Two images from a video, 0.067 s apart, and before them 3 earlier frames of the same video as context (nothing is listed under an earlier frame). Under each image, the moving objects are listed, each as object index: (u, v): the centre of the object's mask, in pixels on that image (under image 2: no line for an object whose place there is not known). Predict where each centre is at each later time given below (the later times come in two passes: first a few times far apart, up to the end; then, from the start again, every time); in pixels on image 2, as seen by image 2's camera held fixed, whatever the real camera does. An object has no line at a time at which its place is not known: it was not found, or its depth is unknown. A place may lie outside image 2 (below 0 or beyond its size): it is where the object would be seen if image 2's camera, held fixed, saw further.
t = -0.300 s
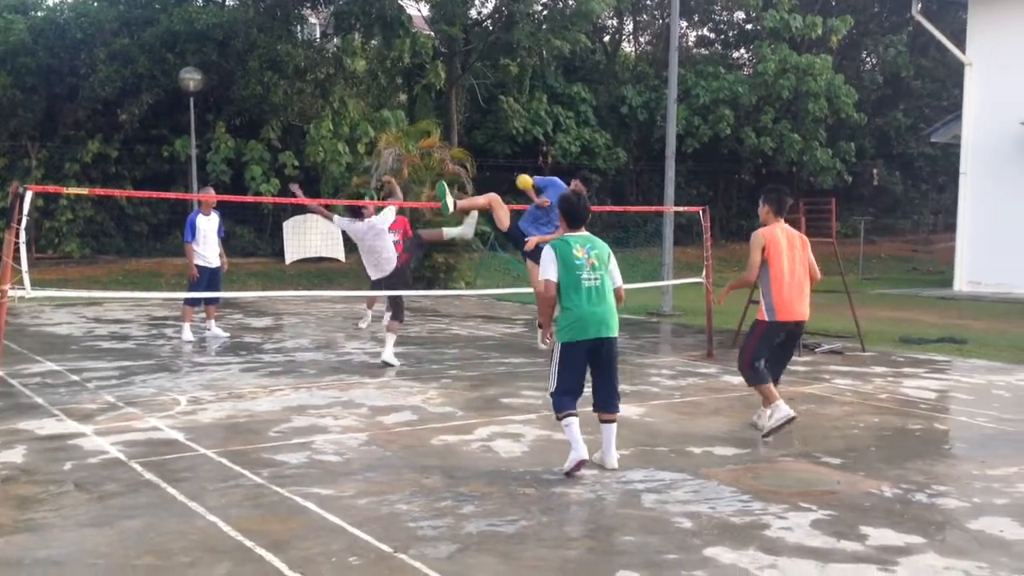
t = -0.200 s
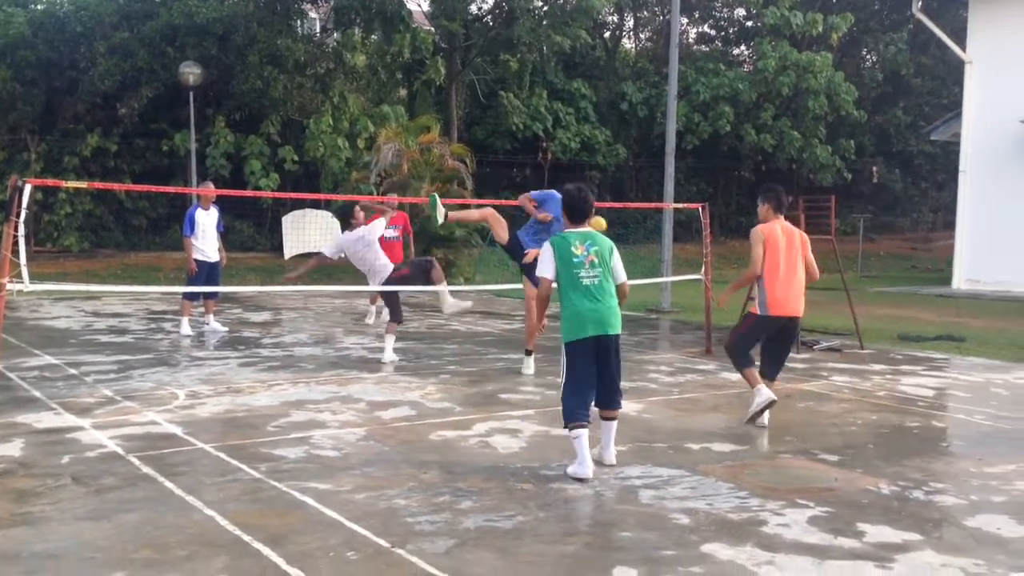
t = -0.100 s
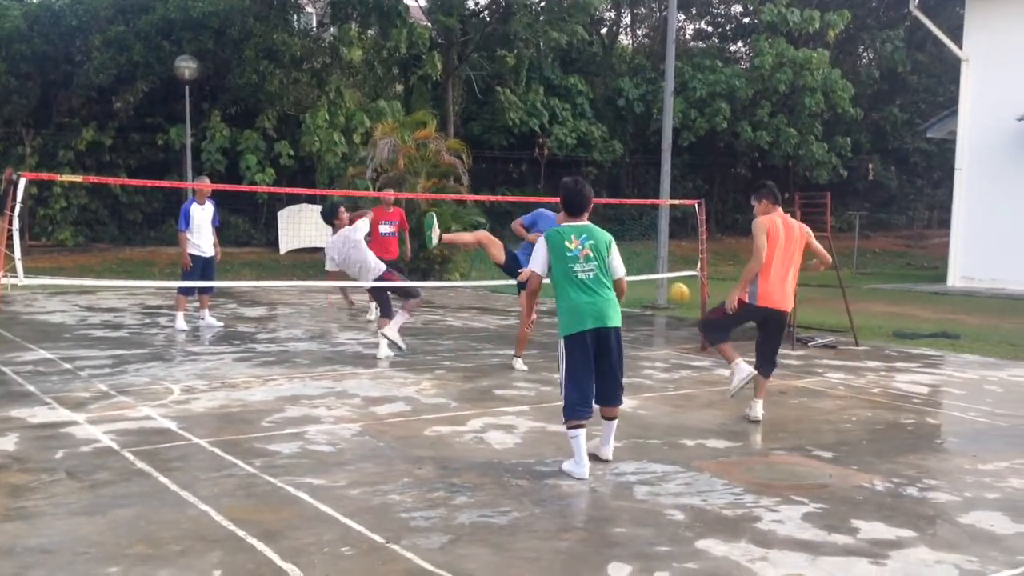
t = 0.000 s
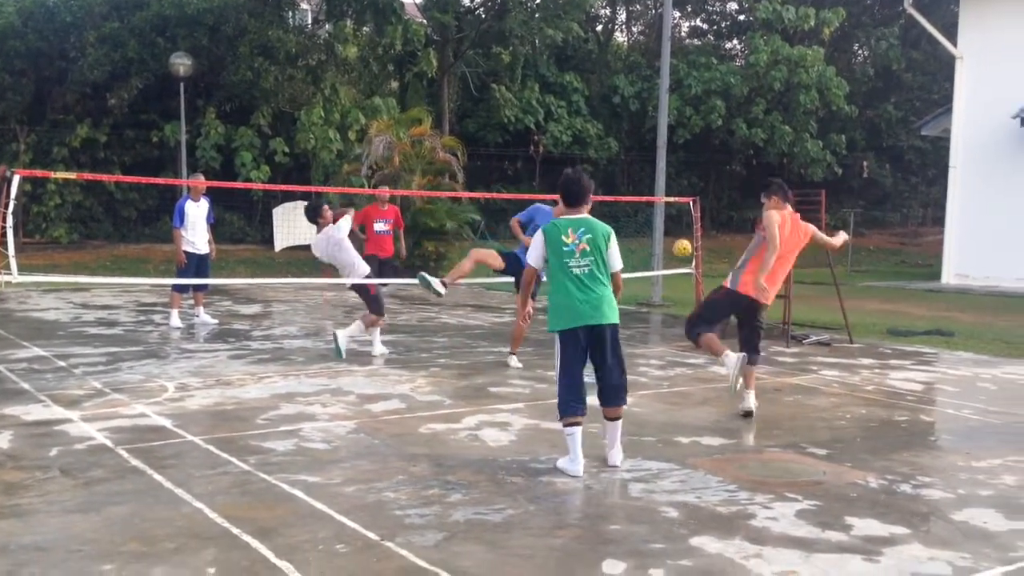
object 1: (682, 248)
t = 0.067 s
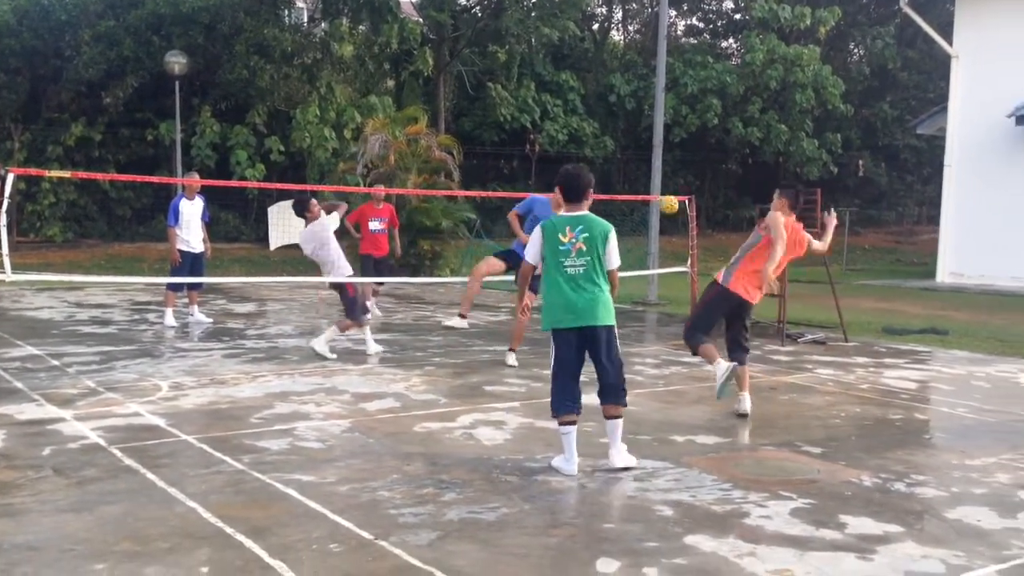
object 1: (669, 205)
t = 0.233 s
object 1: (648, 127)
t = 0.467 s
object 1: (620, 83)
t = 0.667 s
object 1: (596, 102)
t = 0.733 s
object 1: (588, 118)
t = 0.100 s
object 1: (665, 186)
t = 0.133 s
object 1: (661, 169)
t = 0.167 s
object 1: (656, 153)
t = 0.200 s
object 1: (652, 139)
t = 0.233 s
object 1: (648, 127)
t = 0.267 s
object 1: (644, 117)
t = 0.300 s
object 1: (640, 108)
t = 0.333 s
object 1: (636, 100)
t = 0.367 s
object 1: (632, 94)
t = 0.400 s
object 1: (628, 88)
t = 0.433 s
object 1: (624, 85)
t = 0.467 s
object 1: (620, 83)
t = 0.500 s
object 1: (616, 83)
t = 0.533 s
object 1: (612, 84)
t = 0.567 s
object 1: (607, 86)
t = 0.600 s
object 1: (604, 90)
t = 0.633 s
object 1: (600, 95)
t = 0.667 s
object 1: (596, 102)
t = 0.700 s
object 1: (592, 109)
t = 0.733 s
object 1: (588, 118)
